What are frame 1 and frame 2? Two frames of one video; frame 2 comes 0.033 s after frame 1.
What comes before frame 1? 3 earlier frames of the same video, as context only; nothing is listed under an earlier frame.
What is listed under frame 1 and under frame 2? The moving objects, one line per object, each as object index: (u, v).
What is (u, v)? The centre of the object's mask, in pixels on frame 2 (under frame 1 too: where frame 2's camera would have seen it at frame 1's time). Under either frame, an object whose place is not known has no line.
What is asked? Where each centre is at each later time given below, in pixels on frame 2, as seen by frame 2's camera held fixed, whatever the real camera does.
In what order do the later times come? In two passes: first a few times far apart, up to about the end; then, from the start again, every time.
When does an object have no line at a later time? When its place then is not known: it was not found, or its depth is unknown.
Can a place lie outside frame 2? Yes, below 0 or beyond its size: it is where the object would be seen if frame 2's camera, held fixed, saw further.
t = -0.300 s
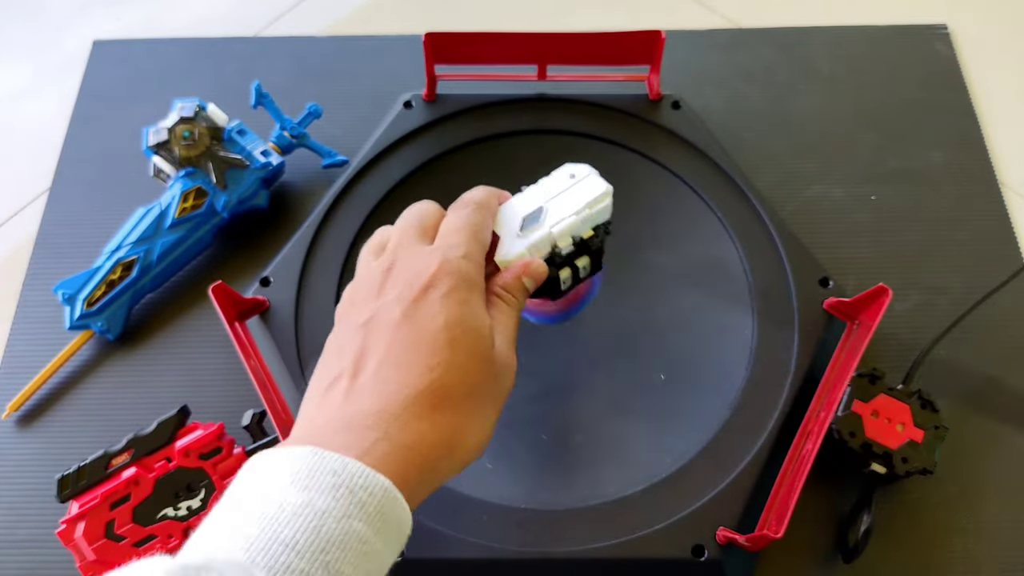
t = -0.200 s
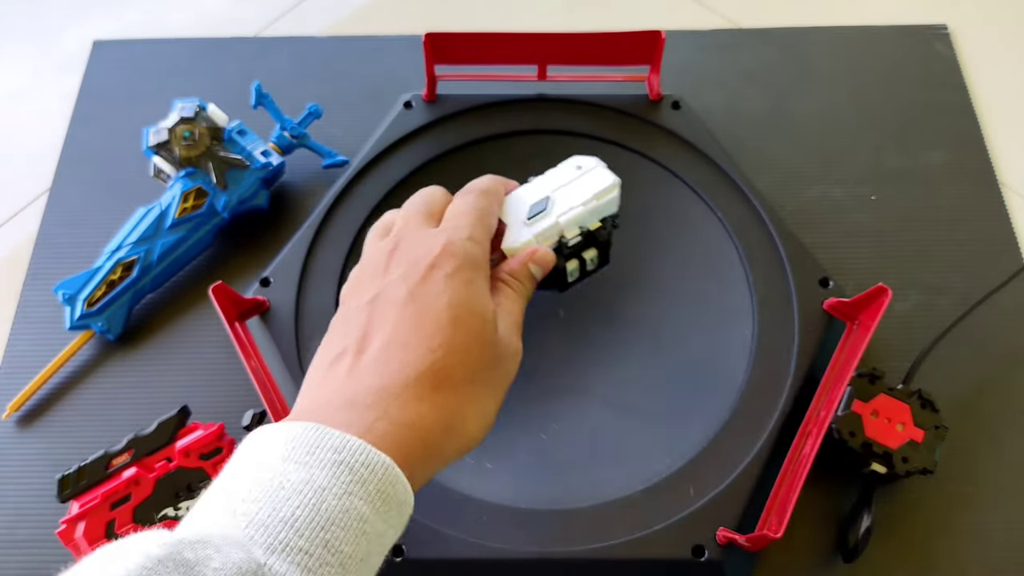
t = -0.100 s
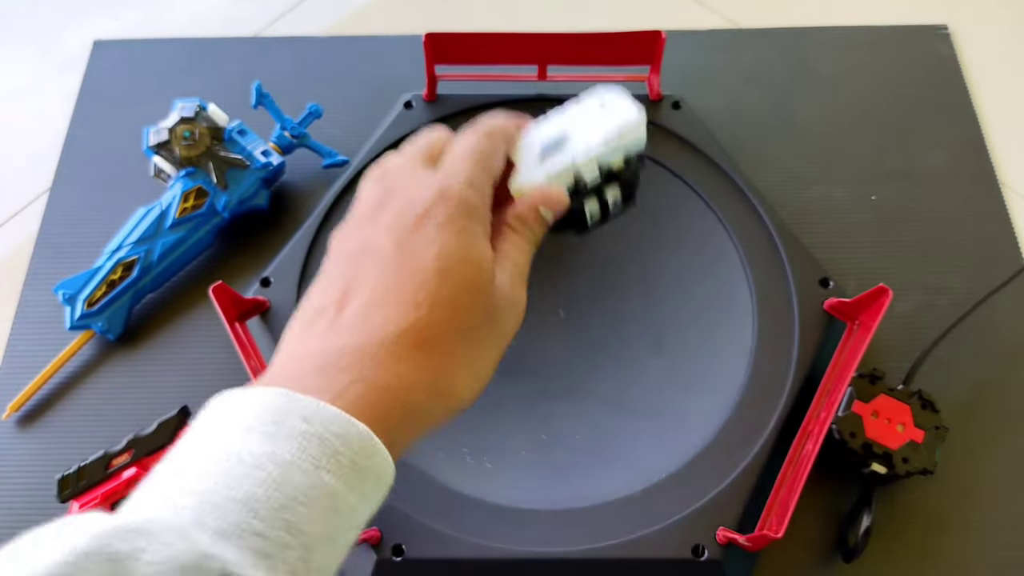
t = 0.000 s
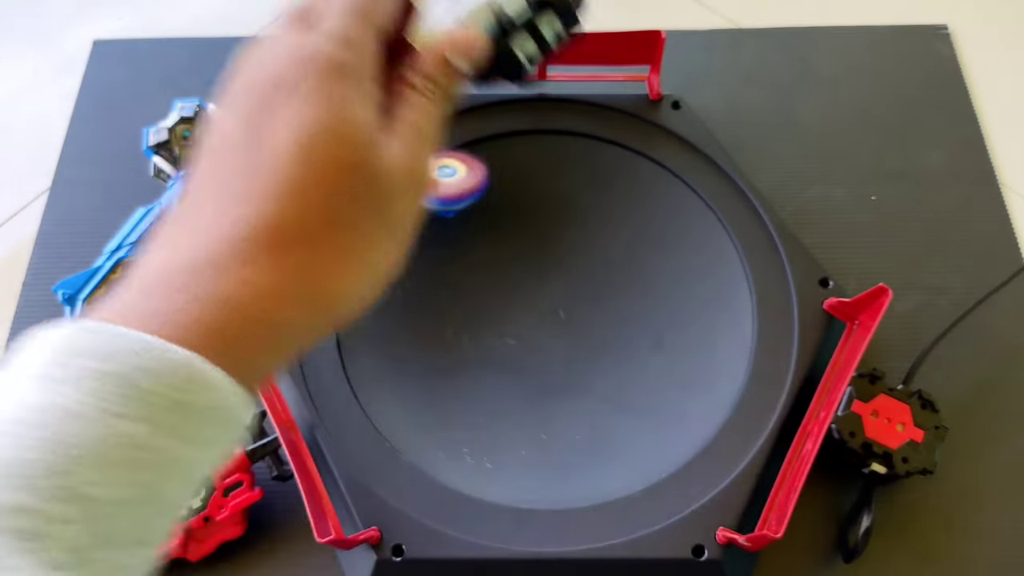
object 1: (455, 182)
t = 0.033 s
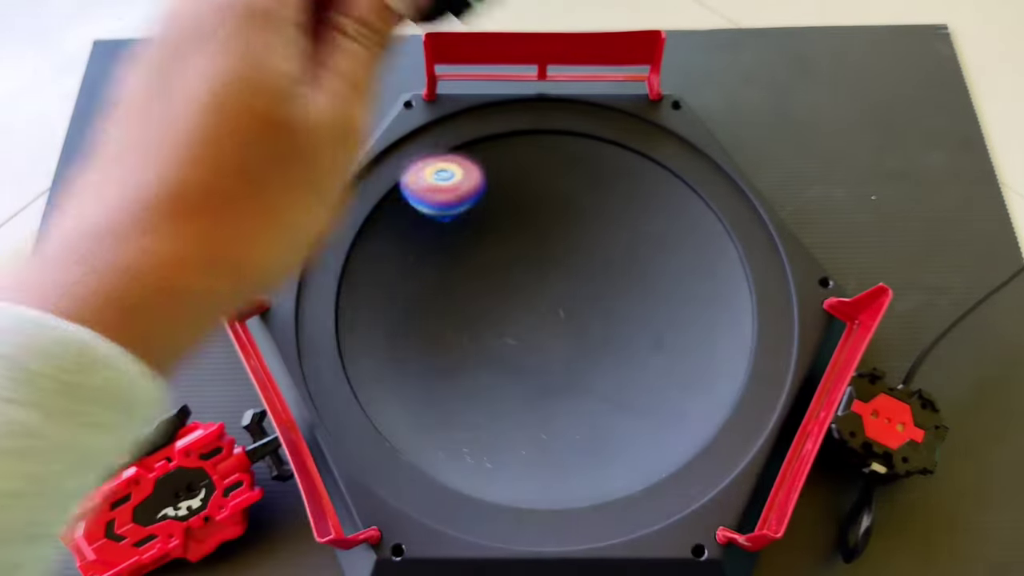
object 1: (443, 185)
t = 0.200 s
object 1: (467, 248)
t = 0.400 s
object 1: (531, 331)
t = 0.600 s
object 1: (574, 344)
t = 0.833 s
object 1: (555, 248)
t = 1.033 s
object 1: (532, 203)
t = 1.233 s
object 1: (497, 225)
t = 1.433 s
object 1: (506, 257)
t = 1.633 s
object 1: (582, 271)
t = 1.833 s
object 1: (636, 259)
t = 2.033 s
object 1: (629, 248)
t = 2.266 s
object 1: (600, 290)
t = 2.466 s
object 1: (585, 309)
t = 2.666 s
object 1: (570, 334)
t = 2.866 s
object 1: (558, 330)
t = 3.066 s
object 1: (545, 331)
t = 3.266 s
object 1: (528, 325)
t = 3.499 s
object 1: (507, 310)
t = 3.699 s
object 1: (514, 296)
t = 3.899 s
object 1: (515, 280)
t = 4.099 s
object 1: (528, 278)
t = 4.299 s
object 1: (536, 280)
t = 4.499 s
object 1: (549, 280)
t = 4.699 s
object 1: (553, 293)
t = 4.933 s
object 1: (546, 306)
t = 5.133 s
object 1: (533, 315)
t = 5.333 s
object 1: (516, 316)
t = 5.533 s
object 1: (498, 307)
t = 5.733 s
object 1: (489, 292)
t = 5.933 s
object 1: (491, 274)
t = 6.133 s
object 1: (505, 257)
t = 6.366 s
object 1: (535, 249)
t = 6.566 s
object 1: (567, 251)
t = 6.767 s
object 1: (589, 263)
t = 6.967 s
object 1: (597, 284)
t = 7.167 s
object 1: (590, 305)
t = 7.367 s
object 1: (570, 331)
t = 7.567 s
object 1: (544, 340)
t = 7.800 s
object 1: (517, 329)
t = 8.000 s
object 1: (501, 309)
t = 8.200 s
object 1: (495, 284)
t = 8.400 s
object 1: (503, 265)
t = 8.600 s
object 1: (525, 255)
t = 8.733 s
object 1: (542, 252)
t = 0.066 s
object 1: (443, 194)
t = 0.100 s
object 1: (445, 203)
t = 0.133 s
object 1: (449, 216)
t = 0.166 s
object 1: (457, 227)
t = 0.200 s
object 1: (467, 248)
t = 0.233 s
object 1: (477, 264)
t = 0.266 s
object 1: (489, 278)
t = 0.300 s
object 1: (501, 293)
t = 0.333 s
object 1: (512, 308)
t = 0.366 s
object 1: (521, 314)
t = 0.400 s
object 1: (531, 331)
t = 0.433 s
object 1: (542, 340)
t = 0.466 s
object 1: (551, 351)
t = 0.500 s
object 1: (559, 352)
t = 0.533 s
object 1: (566, 355)
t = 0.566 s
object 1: (571, 351)
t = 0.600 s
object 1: (574, 344)
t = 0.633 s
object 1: (574, 335)
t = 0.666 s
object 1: (573, 323)
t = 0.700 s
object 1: (571, 309)
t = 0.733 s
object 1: (567, 293)
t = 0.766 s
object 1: (563, 277)
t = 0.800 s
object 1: (559, 263)
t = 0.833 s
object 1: (555, 248)
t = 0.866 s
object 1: (551, 235)
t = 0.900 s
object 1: (547, 223)
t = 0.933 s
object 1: (544, 214)
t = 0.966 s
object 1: (541, 208)
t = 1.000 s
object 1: (538, 204)
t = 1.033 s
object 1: (532, 203)
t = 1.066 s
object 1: (526, 204)
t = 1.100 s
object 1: (519, 207)
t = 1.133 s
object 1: (512, 211)
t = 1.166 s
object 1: (505, 215)
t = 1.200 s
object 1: (501, 220)
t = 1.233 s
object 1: (497, 225)
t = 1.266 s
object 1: (494, 230)
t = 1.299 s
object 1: (493, 236)
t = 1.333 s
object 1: (492, 241)
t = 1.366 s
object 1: (494, 247)
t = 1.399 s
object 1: (499, 252)
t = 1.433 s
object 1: (506, 257)
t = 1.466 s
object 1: (515, 261)
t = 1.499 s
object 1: (526, 264)
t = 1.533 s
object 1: (538, 267)
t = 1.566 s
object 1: (550, 268)
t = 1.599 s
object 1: (565, 270)
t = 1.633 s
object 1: (582, 271)
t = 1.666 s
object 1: (597, 270)
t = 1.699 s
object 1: (610, 270)
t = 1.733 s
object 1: (620, 268)
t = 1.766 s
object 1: (629, 266)
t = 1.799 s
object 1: (634, 263)
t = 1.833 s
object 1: (636, 259)
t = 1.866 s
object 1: (637, 255)
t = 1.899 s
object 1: (637, 249)
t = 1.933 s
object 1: (636, 246)
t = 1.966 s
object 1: (634, 245)
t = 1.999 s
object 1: (632, 245)
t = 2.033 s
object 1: (629, 248)
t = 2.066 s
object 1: (626, 251)
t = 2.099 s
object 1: (623, 257)
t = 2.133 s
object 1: (620, 263)
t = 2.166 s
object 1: (616, 270)
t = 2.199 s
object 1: (611, 277)
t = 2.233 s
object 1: (606, 284)
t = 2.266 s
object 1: (600, 290)
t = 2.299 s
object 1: (595, 294)
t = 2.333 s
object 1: (590, 297)
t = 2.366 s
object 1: (588, 300)
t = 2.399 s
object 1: (586, 301)
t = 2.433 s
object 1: (586, 304)
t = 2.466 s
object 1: (585, 309)
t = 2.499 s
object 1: (584, 317)
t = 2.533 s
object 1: (582, 324)
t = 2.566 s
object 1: (579, 328)
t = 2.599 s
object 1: (575, 331)
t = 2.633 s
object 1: (572, 333)
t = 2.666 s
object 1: (570, 334)
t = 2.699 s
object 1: (567, 333)
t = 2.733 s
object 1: (564, 332)
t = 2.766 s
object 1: (562, 332)
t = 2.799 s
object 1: (561, 332)
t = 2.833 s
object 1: (559, 330)
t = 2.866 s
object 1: (558, 330)
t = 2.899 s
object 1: (557, 331)
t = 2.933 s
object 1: (555, 331)
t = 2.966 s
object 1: (553, 331)
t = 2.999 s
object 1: (550, 331)
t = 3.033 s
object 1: (548, 332)
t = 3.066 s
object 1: (545, 331)
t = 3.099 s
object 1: (541, 330)
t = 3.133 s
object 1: (540, 330)
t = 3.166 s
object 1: (537, 329)
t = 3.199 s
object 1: (533, 327)
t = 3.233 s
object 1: (531, 327)
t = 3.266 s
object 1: (528, 325)
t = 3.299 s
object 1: (525, 323)
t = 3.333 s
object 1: (521, 323)
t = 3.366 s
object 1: (515, 321)
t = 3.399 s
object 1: (511, 318)
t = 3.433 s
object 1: (509, 316)
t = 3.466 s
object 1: (507, 312)
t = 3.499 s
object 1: (507, 310)
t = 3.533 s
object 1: (508, 306)
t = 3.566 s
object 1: (508, 303)
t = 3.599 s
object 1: (509, 302)
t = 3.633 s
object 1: (510, 299)
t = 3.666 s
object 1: (512, 297)
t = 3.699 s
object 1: (514, 296)
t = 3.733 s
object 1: (514, 293)
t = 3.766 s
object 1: (513, 291)
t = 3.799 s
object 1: (514, 288)
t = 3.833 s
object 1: (513, 285)
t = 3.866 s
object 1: (515, 283)
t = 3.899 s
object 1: (515, 280)
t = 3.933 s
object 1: (517, 280)
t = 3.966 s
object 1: (519, 278)
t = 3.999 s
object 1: (521, 278)
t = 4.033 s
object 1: (524, 276)
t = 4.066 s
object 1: (525, 276)
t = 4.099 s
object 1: (528, 278)
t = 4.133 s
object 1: (529, 278)
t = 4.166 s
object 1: (531, 280)
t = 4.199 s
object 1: (532, 280)
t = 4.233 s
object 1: (533, 281)
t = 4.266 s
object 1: (534, 279)
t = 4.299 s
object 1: (536, 280)
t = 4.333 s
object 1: (538, 279)
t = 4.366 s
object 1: (539, 279)
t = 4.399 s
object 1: (543, 278)
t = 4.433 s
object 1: (545, 279)
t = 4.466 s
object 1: (548, 279)
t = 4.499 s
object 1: (549, 280)
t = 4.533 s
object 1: (552, 282)
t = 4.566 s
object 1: (552, 284)
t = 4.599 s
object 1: (554, 286)
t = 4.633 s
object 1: (553, 288)
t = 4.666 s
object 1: (554, 290)
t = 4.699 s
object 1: (553, 293)
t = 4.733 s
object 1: (553, 294)
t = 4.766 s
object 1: (551, 297)
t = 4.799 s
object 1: (551, 298)
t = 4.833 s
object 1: (548, 301)
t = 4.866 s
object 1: (548, 302)
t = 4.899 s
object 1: (546, 305)
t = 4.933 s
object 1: (546, 306)
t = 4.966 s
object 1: (544, 309)
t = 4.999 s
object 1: (543, 309)
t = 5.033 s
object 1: (541, 312)
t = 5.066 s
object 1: (539, 312)
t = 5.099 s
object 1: (537, 315)
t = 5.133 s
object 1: (533, 315)
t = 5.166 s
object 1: (532, 316)
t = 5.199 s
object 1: (527, 316)
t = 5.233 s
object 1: (525, 316)
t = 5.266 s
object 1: (521, 317)
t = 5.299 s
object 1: (518, 316)
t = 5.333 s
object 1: (516, 316)
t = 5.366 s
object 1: (512, 315)
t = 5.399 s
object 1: (510, 315)
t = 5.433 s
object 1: (506, 313)
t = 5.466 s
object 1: (503, 311)
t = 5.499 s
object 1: (502, 310)
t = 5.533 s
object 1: (498, 307)
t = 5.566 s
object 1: (497, 305)
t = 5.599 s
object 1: (495, 303)
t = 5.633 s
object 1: (492, 300)
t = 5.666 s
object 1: (492, 299)
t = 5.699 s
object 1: (488, 295)
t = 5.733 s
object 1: (489, 292)
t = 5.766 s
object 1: (488, 290)
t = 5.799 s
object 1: (487, 286)
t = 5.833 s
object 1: (488, 283)
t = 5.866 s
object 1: (488, 281)
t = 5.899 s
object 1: (488, 277)
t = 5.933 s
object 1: (491, 274)
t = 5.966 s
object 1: (491, 272)
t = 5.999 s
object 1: (492, 267)
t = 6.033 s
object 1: (496, 265)
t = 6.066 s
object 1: (498, 263)
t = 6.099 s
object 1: (500, 259)
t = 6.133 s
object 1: (505, 257)
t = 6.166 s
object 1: (508, 256)
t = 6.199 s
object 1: (511, 253)
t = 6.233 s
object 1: (517, 251)
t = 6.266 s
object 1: (520, 251)
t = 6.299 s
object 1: (524, 249)
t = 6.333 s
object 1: (530, 248)
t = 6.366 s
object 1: (535, 249)
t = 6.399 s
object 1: (539, 248)
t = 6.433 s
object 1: (546, 247)
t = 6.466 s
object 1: (552, 249)
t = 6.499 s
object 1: (556, 249)
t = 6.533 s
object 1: (561, 249)
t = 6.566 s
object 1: (567, 251)
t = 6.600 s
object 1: (572, 253)
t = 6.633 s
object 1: (575, 253)
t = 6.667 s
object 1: (580, 255)
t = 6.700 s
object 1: (584, 258)
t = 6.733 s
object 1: (586, 261)
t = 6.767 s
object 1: (589, 263)
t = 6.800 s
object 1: (593, 266)
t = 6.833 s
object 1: (594, 270)
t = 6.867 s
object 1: (595, 272)
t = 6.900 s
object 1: (596, 275)
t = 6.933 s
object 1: (598, 280)
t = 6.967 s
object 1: (597, 284)
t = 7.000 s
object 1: (596, 287)
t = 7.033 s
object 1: (596, 290)
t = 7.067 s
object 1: (596, 295)
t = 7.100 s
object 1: (594, 299)
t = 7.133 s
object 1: (591, 302)
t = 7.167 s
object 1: (590, 305)
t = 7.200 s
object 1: (588, 311)
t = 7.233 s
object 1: (584, 316)
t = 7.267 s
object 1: (580, 319)
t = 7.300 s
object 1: (577, 322)
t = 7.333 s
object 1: (574, 326)
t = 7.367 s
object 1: (570, 331)
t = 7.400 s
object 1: (564, 334)
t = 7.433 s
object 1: (560, 335)
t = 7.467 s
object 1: (557, 336)
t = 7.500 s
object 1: (554, 338)
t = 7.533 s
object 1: (549, 340)
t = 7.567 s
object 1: (544, 340)
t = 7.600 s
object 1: (540, 339)
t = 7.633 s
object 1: (537, 338)
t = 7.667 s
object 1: (533, 338)
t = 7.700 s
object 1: (528, 338)
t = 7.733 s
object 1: (523, 336)
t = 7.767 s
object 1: (520, 332)
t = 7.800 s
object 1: (517, 329)
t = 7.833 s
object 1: (515, 327)
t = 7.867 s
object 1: (511, 325)
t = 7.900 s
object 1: (508, 322)
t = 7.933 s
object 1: (504, 317)
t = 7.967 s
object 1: (502, 313)
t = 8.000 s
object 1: (501, 309)
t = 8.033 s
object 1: (499, 306)
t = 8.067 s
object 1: (498, 302)
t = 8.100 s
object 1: (496, 298)
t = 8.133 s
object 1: (494, 294)
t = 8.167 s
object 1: (494, 288)
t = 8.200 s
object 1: (495, 284)
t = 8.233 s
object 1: (497, 281)
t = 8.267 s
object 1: (498, 278)
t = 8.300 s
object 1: (499, 275)
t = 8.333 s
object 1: (500, 272)
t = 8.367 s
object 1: (501, 269)
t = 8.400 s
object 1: (503, 265)
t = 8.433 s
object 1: (506, 262)
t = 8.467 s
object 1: (510, 259)
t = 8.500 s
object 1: (514, 258)
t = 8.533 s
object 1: (518, 257)
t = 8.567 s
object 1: (521, 256)
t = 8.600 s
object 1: (525, 255)
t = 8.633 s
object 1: (528, 255)
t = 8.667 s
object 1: (532, 253)
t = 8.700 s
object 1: (537, 252)
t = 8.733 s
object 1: (542, 252)
